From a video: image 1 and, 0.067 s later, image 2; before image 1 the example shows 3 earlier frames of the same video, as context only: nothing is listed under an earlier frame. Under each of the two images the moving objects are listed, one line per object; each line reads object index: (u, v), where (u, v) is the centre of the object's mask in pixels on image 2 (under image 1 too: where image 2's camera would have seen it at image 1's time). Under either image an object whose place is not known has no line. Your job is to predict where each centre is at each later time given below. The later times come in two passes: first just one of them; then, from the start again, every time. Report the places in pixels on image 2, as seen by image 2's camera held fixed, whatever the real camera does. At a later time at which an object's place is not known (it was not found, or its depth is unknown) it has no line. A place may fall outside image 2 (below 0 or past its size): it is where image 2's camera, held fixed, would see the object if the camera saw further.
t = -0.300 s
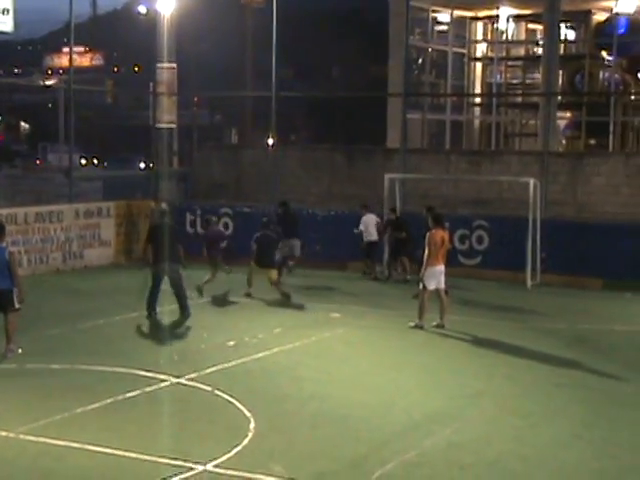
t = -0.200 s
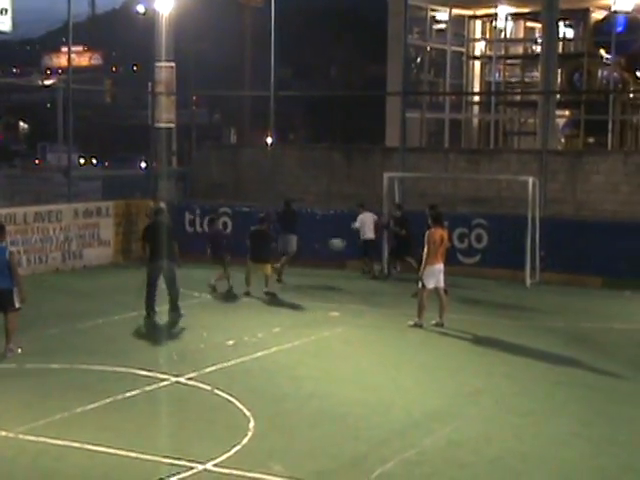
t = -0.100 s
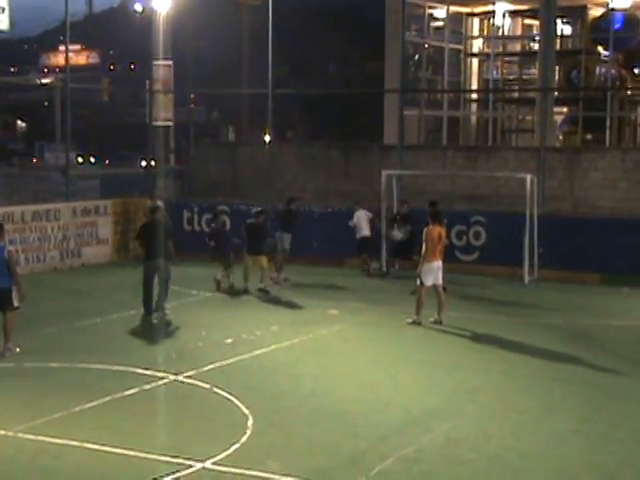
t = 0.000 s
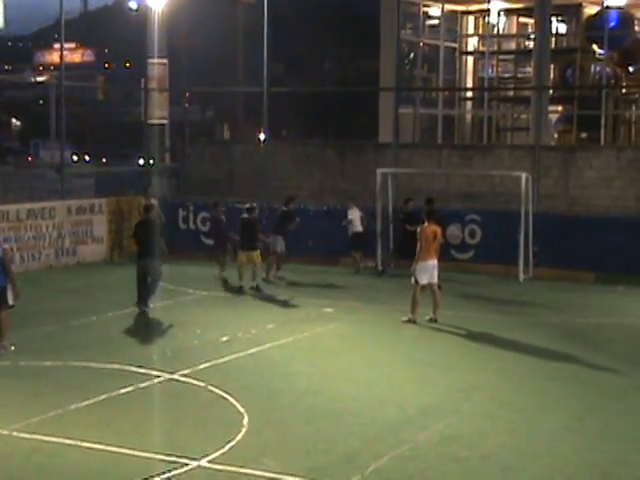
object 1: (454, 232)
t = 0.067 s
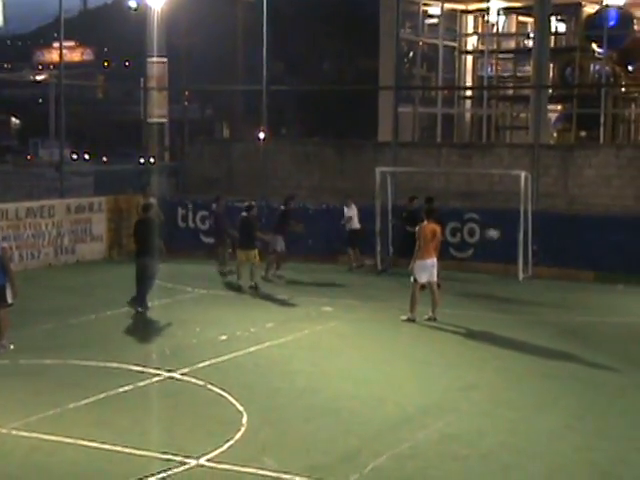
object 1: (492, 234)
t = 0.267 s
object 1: (605, 256)
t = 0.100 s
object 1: (511, 236)
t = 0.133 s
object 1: (531, 238)
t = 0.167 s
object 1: (550, 242)
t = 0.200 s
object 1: (568, 246)
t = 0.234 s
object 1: (588, 250)
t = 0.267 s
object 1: (605, 256)
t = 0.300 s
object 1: (624, 261)
